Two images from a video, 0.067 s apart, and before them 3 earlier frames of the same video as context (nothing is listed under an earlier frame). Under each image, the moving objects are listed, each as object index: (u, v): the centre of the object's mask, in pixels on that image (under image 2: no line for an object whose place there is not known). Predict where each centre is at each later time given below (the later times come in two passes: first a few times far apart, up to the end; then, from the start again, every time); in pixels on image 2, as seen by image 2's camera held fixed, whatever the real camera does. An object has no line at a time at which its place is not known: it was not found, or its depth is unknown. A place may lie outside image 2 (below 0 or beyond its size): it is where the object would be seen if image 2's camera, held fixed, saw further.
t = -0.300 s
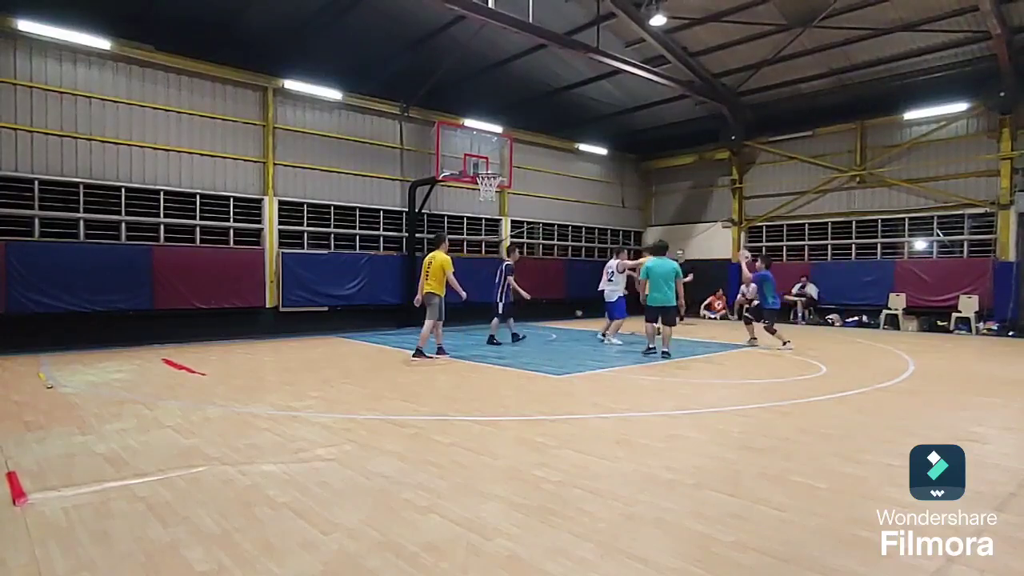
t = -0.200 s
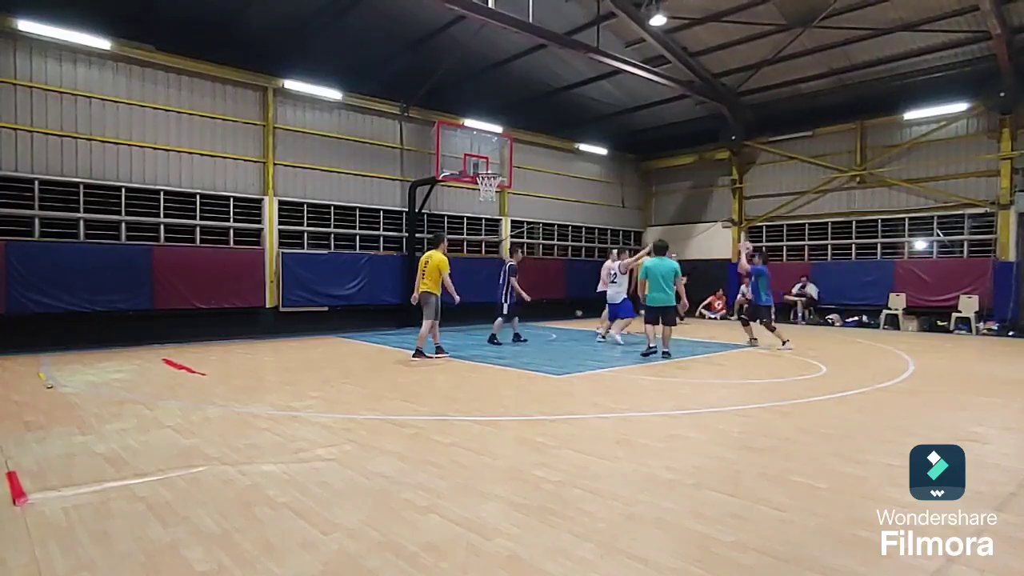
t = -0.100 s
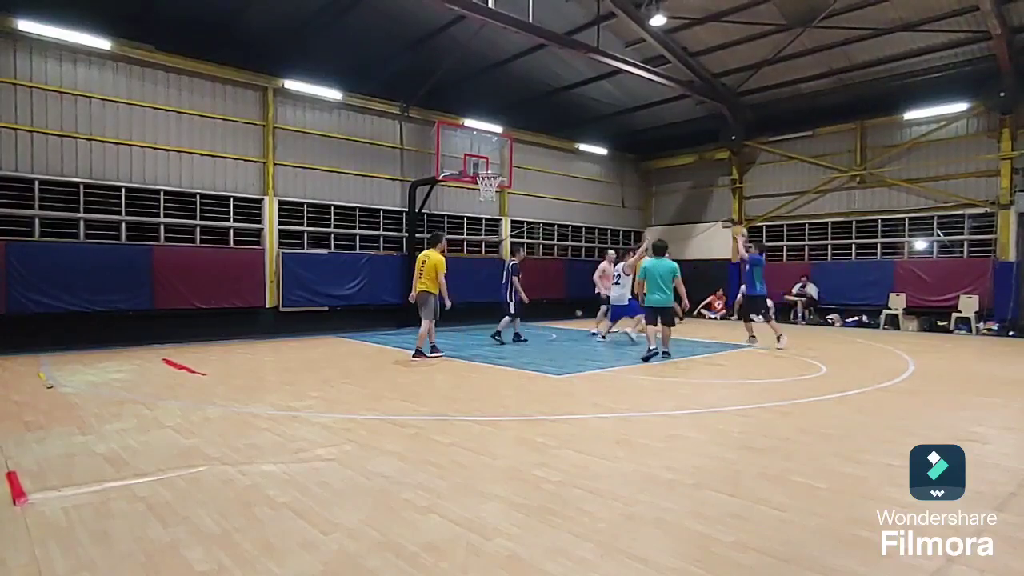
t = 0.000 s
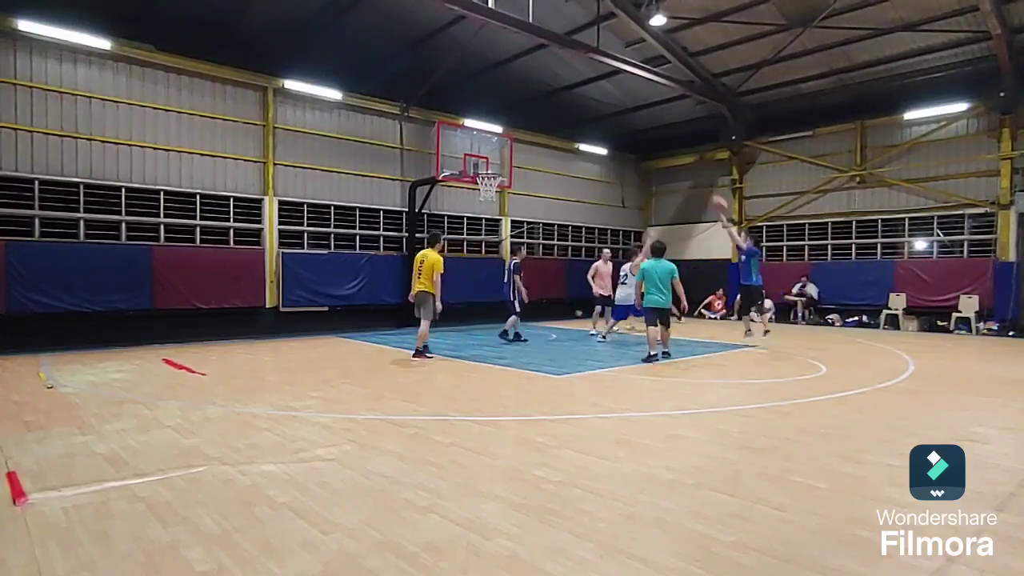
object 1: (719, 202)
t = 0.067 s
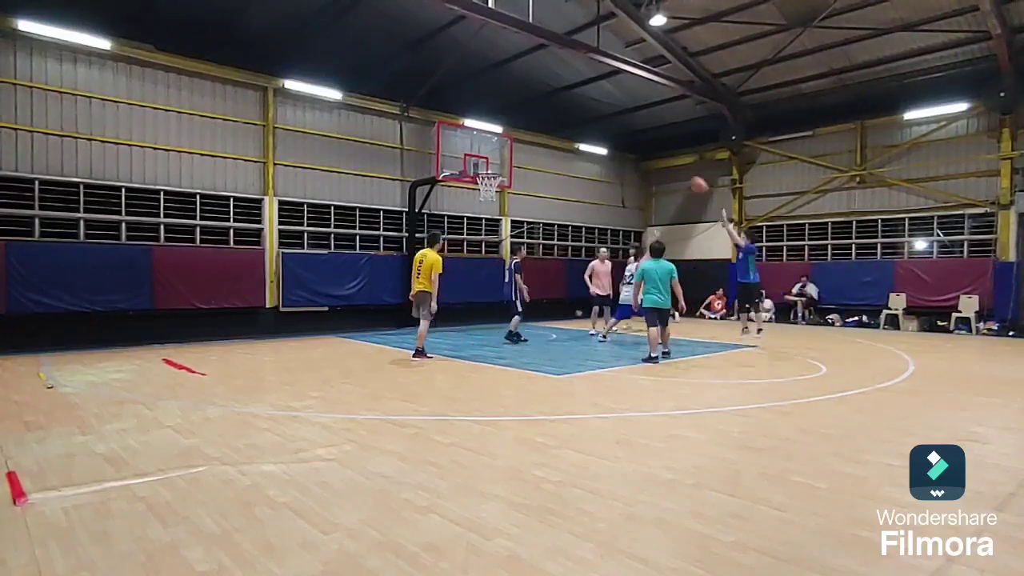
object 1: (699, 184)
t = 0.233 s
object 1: (652, 150)
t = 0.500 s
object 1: (582, 130)
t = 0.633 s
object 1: (550, 134)
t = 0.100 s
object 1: (689, 176)
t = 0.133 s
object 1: (680, 169)
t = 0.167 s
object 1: (670, 162)
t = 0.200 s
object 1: (661, 155)
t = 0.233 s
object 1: (652, 150)
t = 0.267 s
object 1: (643, 146)
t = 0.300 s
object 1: (634, 141)
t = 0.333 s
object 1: (625, 138)
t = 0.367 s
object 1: (617, 135)
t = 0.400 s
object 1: (608, 133)
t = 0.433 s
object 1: (600, 132)
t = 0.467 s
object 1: (591, 131)
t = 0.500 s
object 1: (582, 130)
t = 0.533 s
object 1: (574, 131)
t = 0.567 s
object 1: (566, 131)
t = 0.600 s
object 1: (558, 133)
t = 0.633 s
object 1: (550, 134)
